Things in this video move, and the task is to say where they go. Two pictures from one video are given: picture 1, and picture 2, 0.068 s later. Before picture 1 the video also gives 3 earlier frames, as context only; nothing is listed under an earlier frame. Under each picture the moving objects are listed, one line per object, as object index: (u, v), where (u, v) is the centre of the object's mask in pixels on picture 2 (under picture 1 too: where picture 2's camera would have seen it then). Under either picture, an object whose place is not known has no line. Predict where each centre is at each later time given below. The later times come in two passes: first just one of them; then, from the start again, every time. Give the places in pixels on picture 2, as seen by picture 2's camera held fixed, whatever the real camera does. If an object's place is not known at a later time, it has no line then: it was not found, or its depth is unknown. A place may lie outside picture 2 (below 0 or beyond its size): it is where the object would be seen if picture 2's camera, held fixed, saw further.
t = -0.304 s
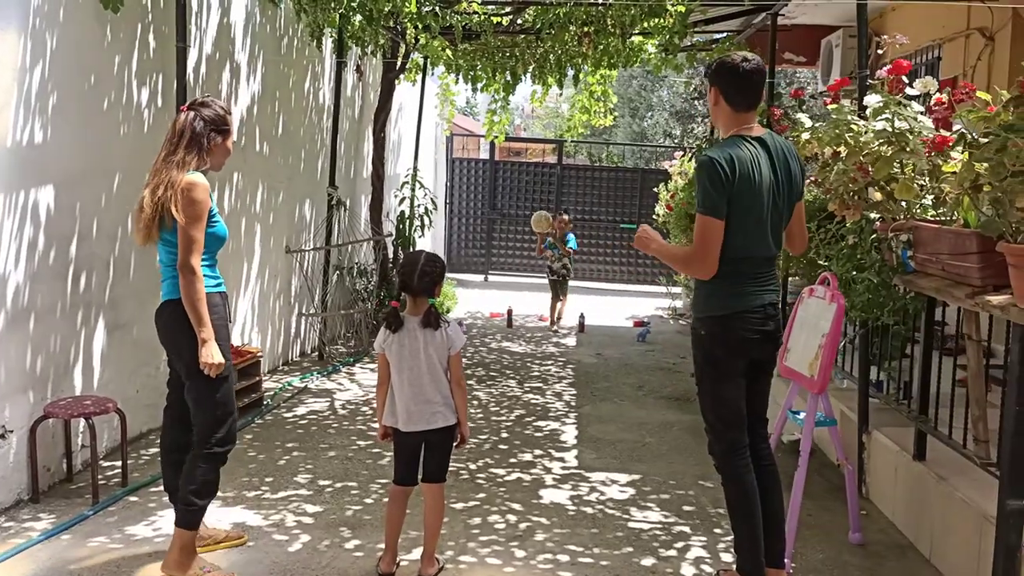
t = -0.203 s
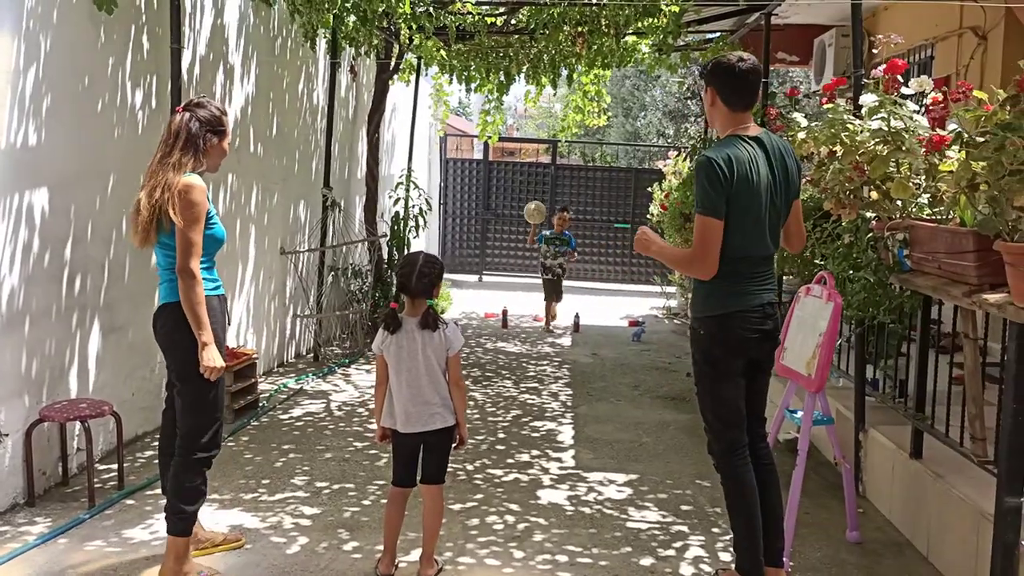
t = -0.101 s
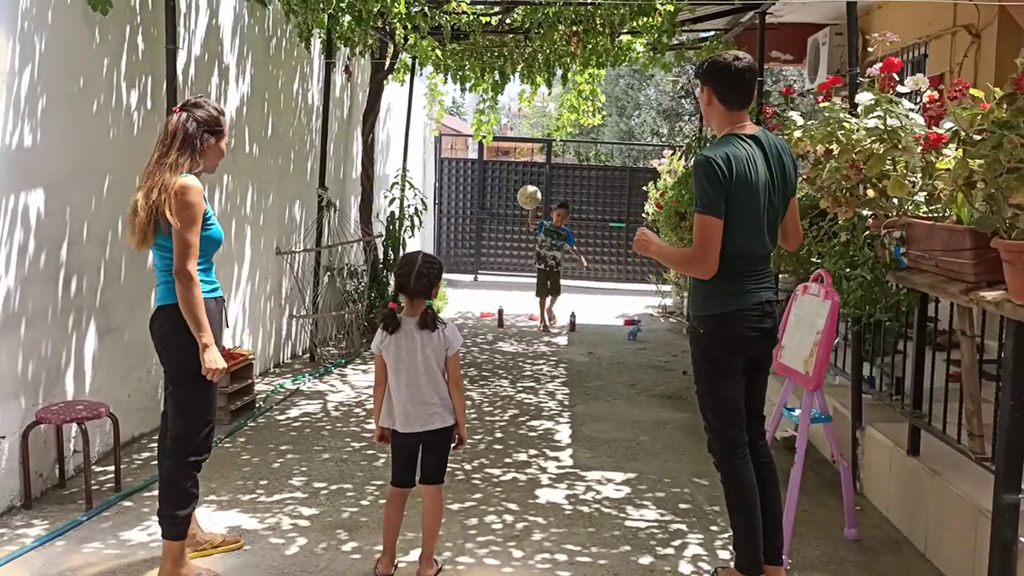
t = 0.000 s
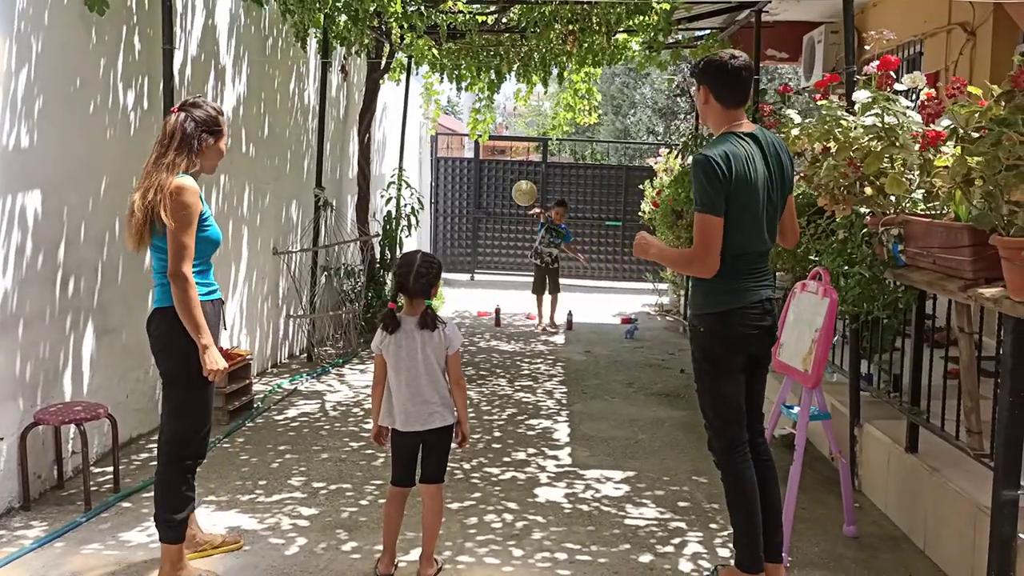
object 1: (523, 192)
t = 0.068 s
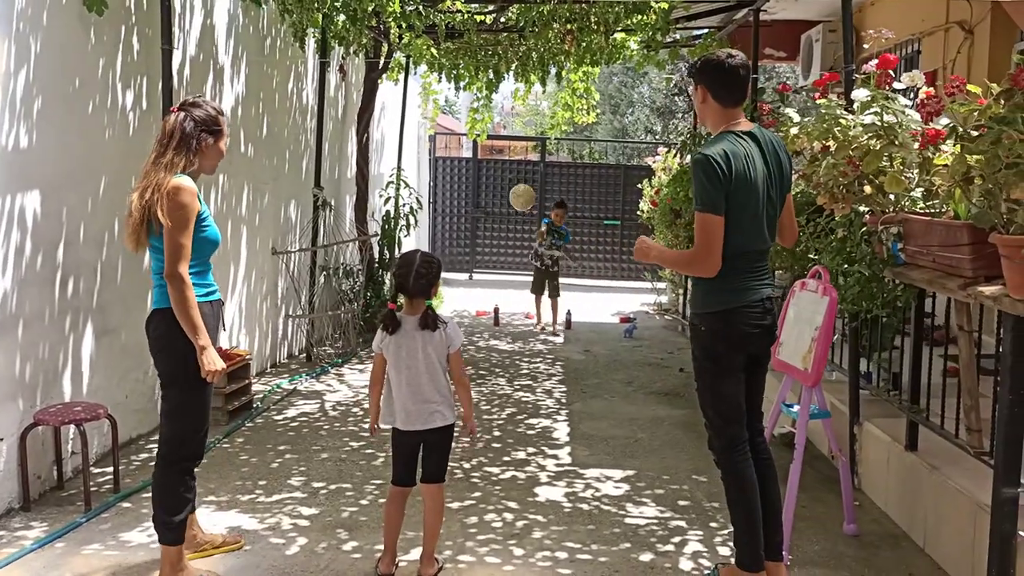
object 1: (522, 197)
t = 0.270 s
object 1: (520, 253)
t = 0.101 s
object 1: (521, 202)
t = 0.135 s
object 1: (521, 208)
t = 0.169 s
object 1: (521, 216)
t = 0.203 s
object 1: (520, 226)
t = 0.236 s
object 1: (520, 239)
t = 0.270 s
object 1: (520, 253)
